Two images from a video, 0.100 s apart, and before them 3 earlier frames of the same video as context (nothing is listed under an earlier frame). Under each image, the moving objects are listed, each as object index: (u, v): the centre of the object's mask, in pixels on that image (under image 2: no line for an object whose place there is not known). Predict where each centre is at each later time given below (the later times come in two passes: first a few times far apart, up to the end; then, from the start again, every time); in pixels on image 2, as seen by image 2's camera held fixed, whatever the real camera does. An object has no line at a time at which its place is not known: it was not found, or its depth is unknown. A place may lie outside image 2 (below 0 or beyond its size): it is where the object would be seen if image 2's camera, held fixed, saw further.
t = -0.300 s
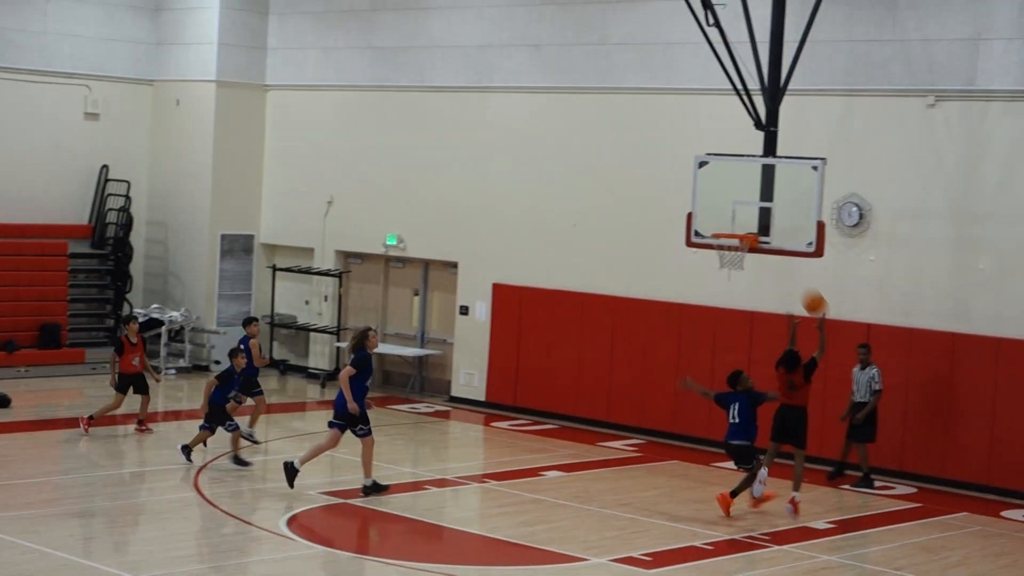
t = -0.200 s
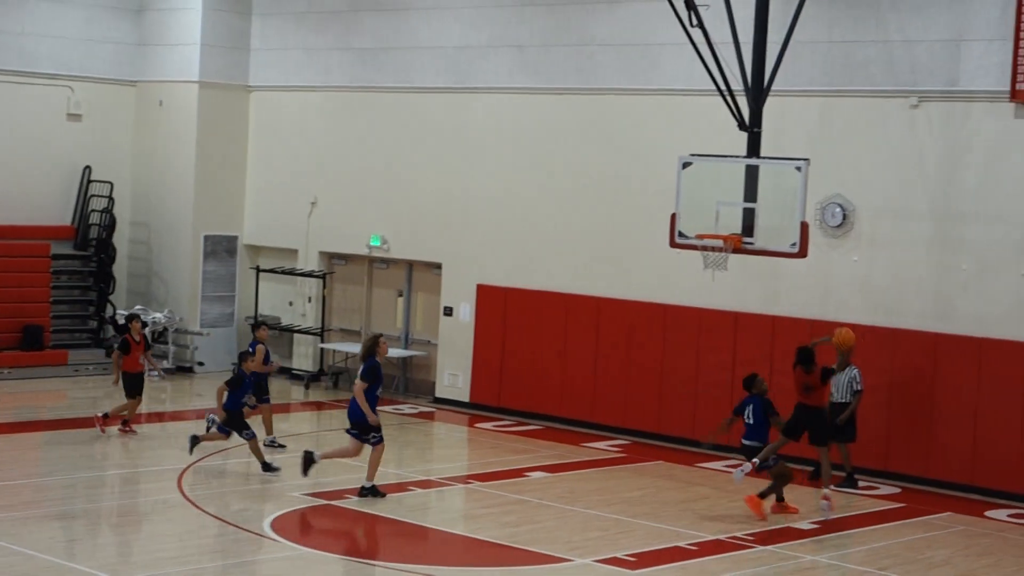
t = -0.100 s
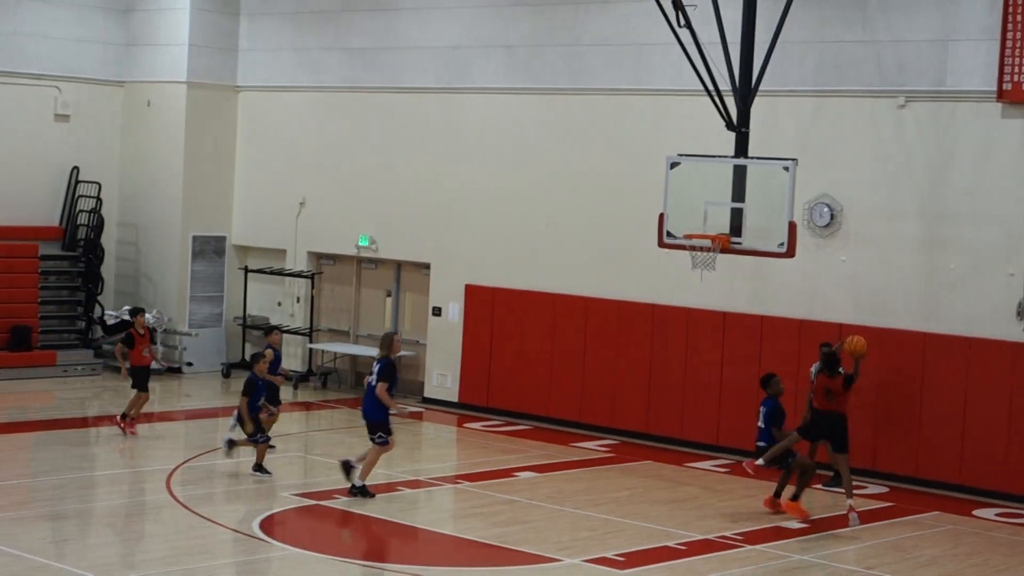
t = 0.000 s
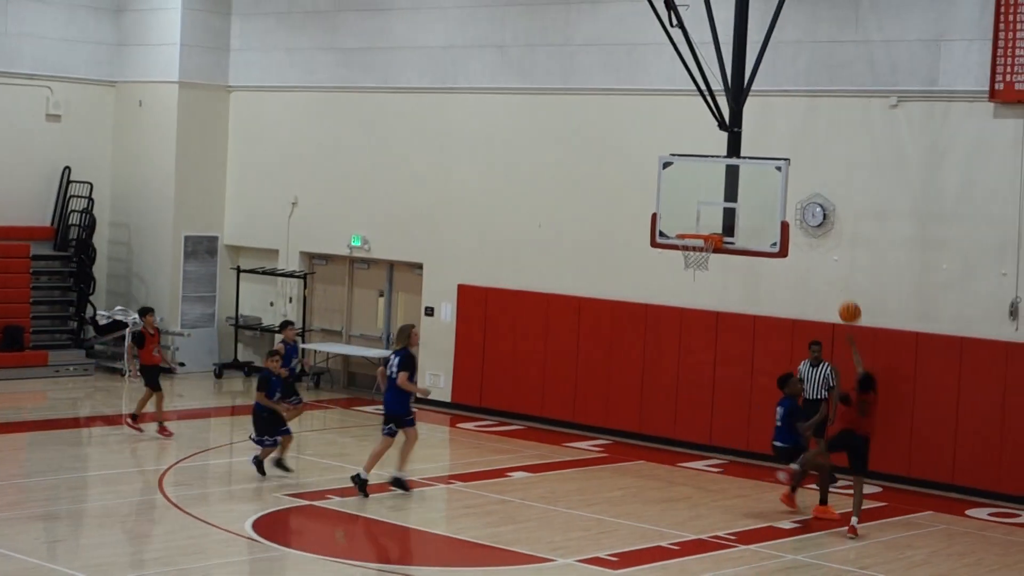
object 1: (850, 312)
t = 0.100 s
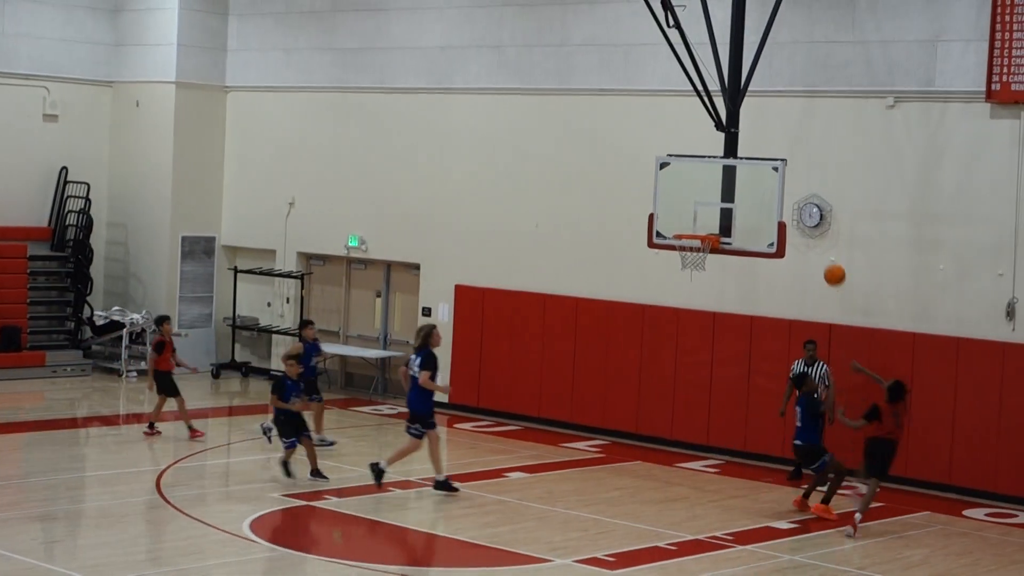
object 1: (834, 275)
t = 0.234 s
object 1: (818, 240)
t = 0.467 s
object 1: (791, 218)
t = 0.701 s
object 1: (761, 240)
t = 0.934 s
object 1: (732, 303)
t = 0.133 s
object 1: (830, 265)
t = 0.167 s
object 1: (826, 255)
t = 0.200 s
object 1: (822, 247)
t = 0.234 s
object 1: (818, 240)
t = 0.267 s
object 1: (814, 234)
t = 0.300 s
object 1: (810, 229)
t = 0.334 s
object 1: (806, 225)
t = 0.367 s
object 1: (801, 222)
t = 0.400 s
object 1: (798, 220)
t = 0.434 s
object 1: (793, 219)
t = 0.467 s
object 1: (791, 218)
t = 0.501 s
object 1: (789, 219)
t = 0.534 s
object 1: (786, 220)
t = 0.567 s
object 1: (772, 223)
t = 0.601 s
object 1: (769, 227)
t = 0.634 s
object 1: (767, 231)
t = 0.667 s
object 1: (765, 236)
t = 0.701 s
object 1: (761, 240)
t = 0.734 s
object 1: (757, 243)
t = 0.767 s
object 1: (752, 261)
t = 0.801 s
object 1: (748, 265)
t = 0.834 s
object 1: (744, 272)
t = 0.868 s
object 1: (740, 282)
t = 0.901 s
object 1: (736, 292)
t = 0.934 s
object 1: (732, 303)
